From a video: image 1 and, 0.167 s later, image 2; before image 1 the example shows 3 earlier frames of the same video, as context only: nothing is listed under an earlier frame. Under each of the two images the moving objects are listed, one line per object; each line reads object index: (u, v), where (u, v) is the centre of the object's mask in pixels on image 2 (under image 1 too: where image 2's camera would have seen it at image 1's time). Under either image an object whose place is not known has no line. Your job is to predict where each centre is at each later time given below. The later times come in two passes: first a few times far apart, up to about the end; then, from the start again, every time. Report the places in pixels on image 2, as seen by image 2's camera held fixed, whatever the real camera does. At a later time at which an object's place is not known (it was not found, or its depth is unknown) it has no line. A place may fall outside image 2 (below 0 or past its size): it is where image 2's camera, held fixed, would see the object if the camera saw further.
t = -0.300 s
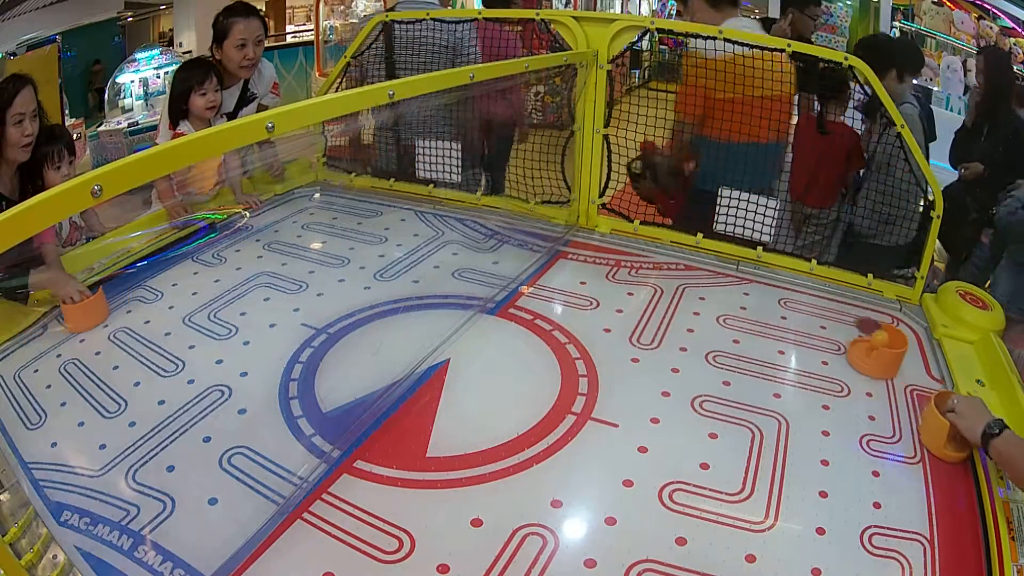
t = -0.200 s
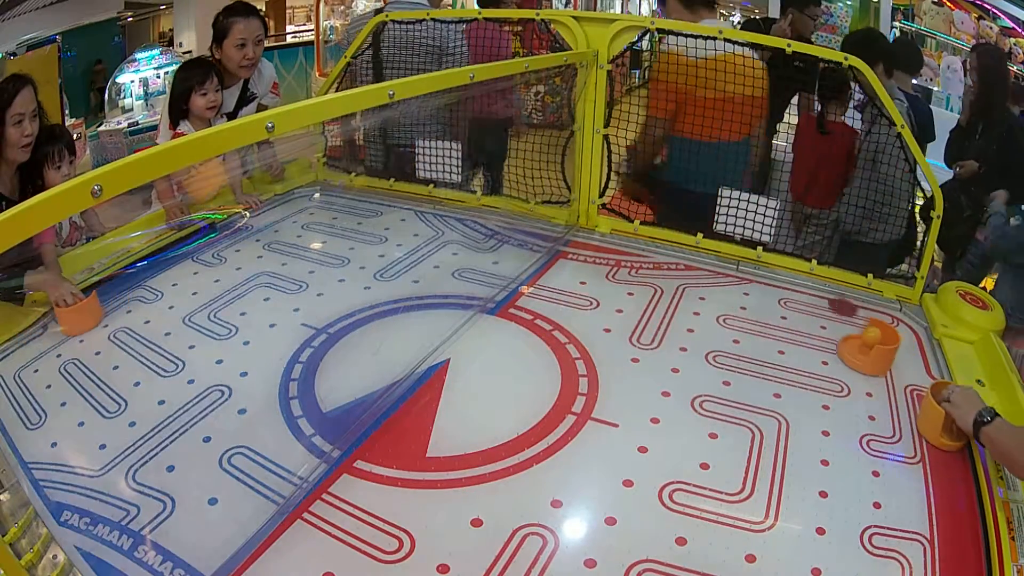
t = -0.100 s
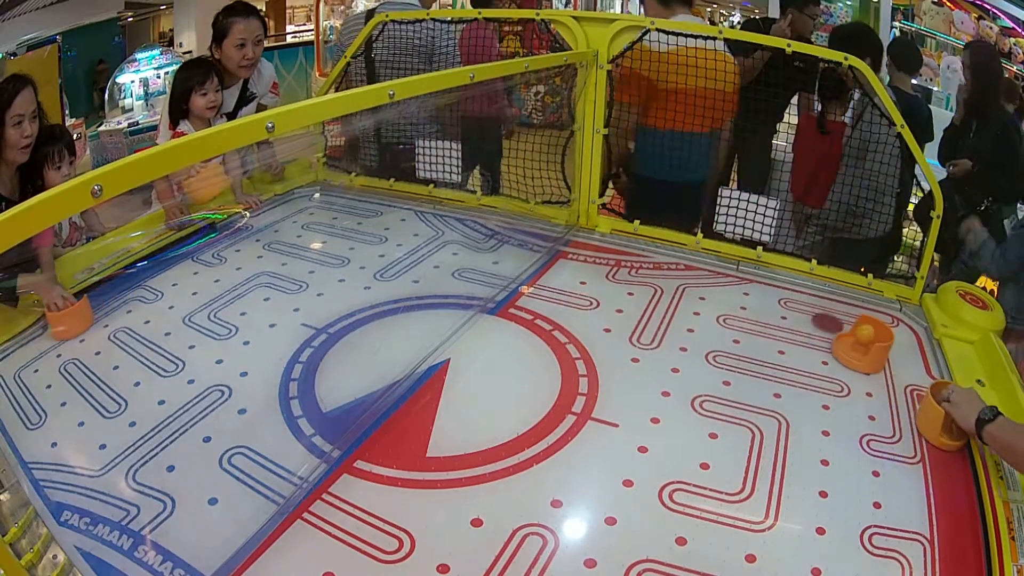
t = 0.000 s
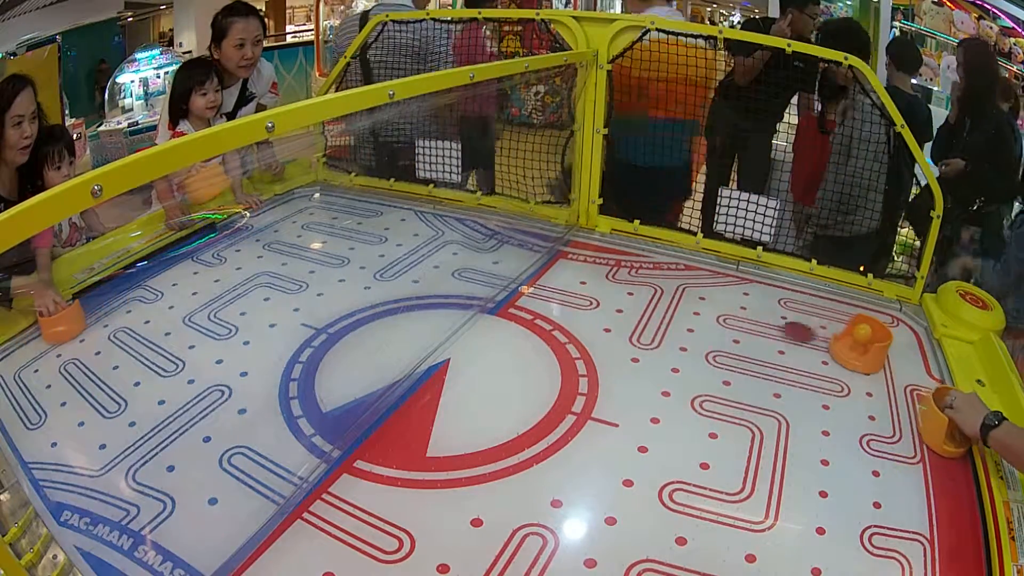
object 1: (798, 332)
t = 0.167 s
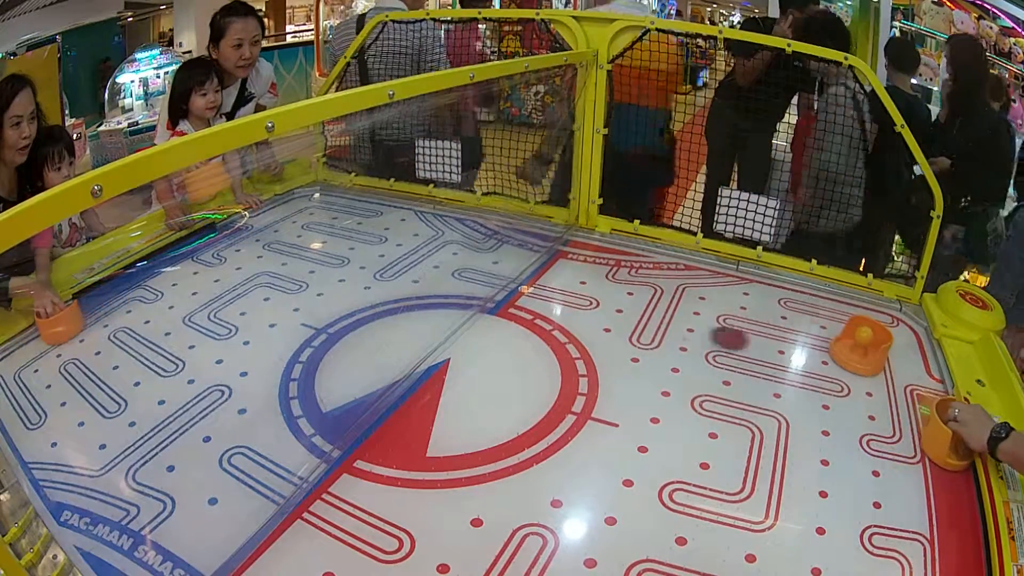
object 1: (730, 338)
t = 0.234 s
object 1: (696, 341)
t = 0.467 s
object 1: (575, 349)
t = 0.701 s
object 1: (445, 354)
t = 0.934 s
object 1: (311, 357)
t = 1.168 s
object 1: (198, 358)
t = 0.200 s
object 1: (714, 339)
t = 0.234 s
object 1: (696, 341)
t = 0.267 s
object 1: (682, 342)
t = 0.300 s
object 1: (665, 343)
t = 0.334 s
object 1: (648, 344)
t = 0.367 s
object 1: (630, 346)
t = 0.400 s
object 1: (611, 347)
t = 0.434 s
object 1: (594, 348)
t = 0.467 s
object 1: (575, 349)
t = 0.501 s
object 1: (560, 350)
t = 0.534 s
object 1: (540, 351)
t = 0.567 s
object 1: (520, 351)
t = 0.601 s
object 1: (500, 352)
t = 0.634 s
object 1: (481, 353)
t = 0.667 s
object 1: (463, 354)
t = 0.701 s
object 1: (445, 354)
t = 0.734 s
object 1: (426, 355)
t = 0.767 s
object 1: (403, 356)
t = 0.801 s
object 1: (385, 356)
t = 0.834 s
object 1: (366, 356)
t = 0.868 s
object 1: (348, 357)
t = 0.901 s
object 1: (330, 357)
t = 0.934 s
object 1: (311, 357)
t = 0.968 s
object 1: (295, 358)
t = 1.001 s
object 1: (278, 358)
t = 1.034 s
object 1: (260, 358)
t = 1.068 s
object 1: (243, 358)
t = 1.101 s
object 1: (228, 358)
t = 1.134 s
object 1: (213, 358)
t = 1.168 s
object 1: (198, 358)
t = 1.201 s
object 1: (183, 358)
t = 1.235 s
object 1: (170, 359)
